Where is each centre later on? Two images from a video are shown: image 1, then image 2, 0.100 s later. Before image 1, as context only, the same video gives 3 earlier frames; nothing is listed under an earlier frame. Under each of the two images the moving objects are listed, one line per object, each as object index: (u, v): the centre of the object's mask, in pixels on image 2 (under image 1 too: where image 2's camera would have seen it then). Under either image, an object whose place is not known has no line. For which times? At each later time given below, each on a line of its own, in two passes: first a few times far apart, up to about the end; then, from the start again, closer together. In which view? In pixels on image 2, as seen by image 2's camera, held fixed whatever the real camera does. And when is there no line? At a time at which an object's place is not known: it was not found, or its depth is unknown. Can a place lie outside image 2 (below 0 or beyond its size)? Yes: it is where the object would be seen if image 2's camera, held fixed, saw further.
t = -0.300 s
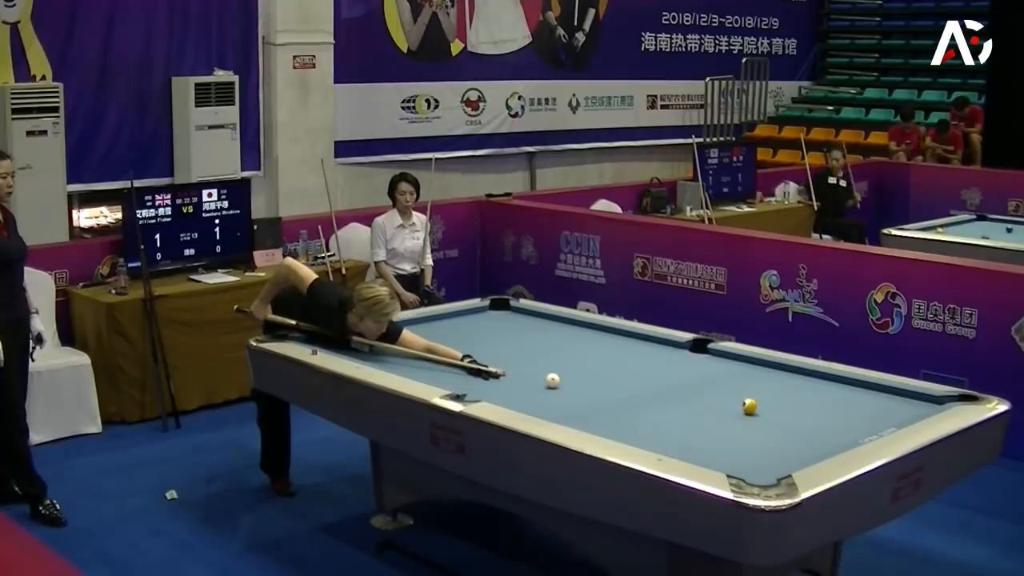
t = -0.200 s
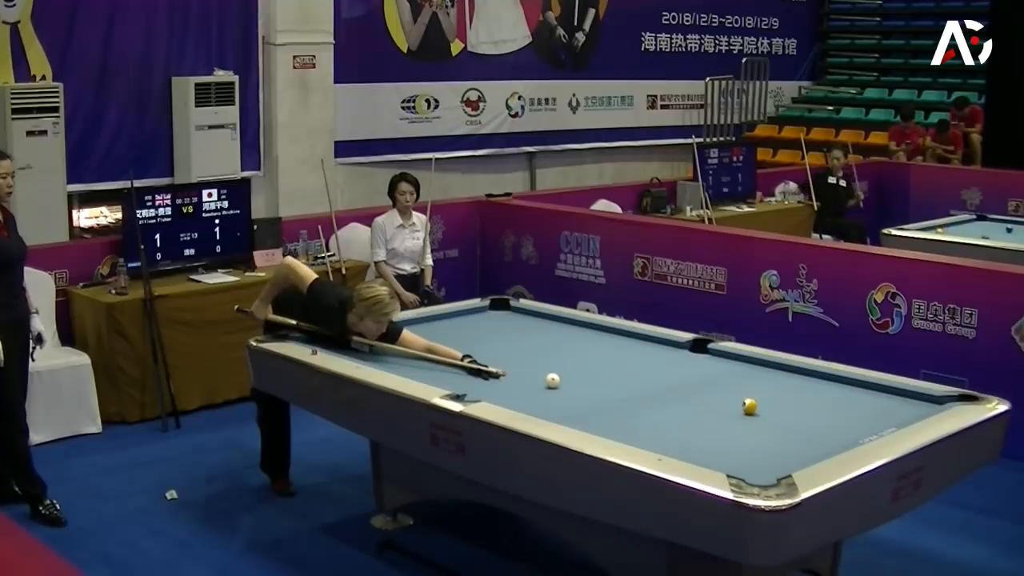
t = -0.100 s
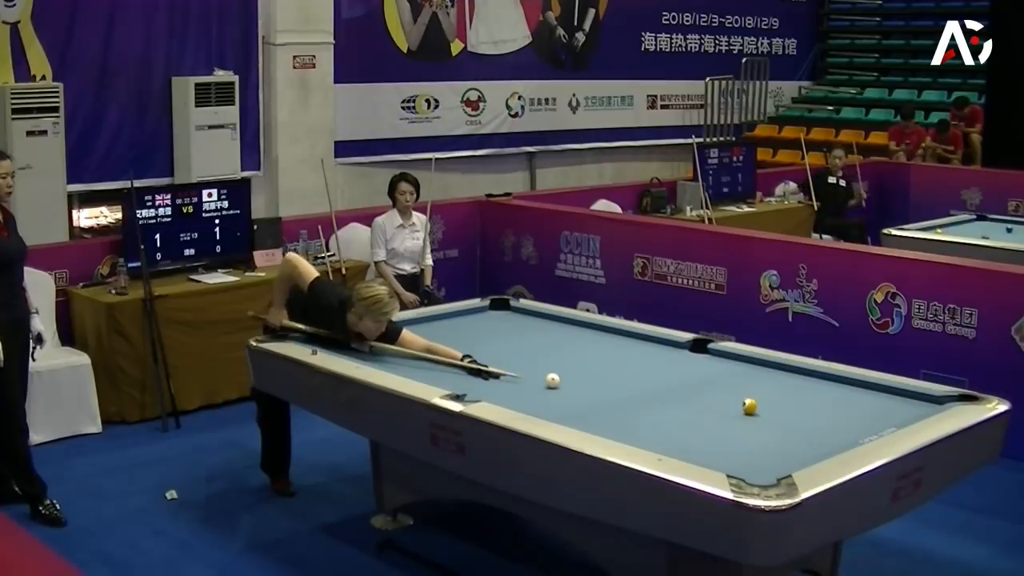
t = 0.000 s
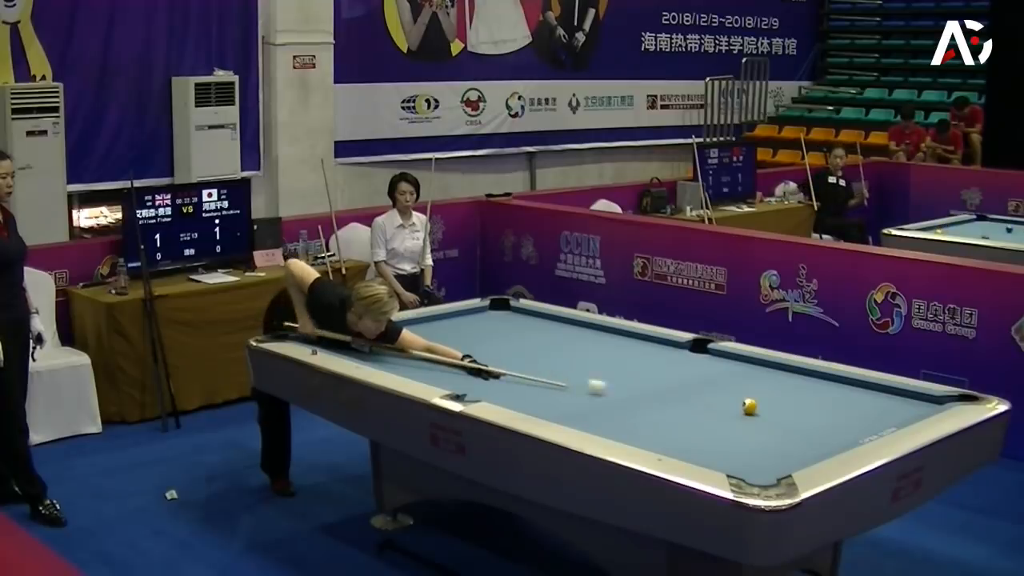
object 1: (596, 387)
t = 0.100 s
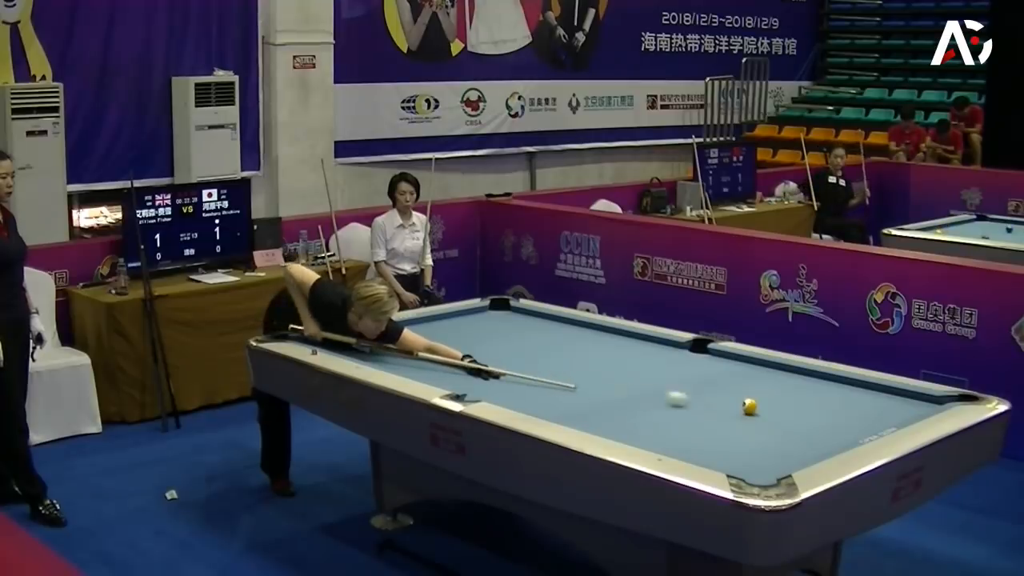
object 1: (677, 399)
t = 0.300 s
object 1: (755, 423)
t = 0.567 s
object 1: (792, 452)
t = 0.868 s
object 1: (742, 462)
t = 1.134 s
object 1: (695, 452)
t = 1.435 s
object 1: (676, 436)
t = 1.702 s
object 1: (661, 421)
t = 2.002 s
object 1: (646, 406)
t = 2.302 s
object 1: (632, 393)
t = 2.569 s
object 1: (621, 383)
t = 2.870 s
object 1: (609, 372)
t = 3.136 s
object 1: (600, 364)
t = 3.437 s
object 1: (590, 355)
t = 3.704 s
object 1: (583, 349)
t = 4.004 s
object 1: (575, 342)
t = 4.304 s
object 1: (567, 335)
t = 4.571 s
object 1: (561, 330)
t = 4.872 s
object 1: (555, 325)
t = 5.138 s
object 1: (549, 321)
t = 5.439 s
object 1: (544, 317)
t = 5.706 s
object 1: (536, 315)
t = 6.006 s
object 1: (525, 314)
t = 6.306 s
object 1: (516, 313)
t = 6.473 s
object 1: (514, 312)
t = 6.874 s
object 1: (503, 311)
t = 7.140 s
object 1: (498, 311)
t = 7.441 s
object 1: (494, 311)
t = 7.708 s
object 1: (491, 310)
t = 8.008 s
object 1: (490, 310)
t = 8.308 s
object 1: (490, 310)
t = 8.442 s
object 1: (490, 310)
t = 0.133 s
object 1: (702, 403)
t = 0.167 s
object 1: (730, 407)
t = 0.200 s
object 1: (739, 411)
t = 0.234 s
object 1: (745, 415)
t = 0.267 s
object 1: (750, 419)
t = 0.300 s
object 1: (755, 423)
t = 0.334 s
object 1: (760, 427)
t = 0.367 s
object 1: (765, 431)
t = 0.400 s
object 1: (770, 434)
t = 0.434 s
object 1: (774, 437)
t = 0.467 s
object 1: (779, 441)
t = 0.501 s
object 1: (783, 445)
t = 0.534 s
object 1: (787, 448)
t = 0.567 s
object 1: (792, 452)
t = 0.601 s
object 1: (795, 454)
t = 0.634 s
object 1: (799, 456)
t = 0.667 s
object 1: (799, 457)
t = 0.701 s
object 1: (790, 459)
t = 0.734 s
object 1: (779, 460)
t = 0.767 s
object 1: (770, 461)
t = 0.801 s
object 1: (760, 461)
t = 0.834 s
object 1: (751, 462)
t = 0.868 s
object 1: (742, 462)
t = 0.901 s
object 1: (733, 462)
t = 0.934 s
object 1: (722, 460)
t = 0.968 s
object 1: (713, 459)
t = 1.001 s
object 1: (705, 457)
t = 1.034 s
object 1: (702, 455)
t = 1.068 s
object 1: (699, 454)
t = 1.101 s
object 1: (697, 453)
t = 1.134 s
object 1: (695, 452)
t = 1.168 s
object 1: (693, 451)
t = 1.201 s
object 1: (691, 449)
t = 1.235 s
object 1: (688, 447)
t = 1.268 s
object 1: (686, 446)
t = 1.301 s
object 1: (684, 444)
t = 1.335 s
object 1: (682, 442)
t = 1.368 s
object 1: (680, 439)
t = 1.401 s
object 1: (678, 437)
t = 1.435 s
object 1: (676, 436)
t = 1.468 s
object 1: (674, 434)
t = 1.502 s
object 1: (672, 432)
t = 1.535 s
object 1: (670, 430)
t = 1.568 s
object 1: (668, 428)
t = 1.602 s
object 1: (666, 426)
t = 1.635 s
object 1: (664, 425)
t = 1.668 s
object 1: (663, 423)
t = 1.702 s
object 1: (661, 421)
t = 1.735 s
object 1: (659, 419)
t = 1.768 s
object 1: (657, 418)
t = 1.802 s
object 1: (656, 416)
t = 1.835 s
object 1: (654, 415)
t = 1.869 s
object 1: (652, 413)
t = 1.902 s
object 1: (651, 411)
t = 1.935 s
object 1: (649, 410)
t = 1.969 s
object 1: (647, 408)
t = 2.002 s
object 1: (646, 406)
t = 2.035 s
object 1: (644, 405)
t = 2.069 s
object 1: (642, 404)
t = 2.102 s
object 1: (641, 402)
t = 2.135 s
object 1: (639, 400)
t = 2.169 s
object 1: (638, 399)
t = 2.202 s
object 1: (636, 398)
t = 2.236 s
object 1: (635, 397)
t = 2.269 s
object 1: (634, 395)
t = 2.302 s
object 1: (632, 393)
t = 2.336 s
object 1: (630, 392)
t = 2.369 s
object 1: (629, 391)
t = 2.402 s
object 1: (628, 389)
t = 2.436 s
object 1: (626, 388)
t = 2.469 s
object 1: (625, 387)
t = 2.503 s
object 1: (624, 385)
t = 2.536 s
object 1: (622, 384)
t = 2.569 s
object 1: (621, 383)
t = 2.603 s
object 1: (619, 382)
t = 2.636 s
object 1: (618, 381)
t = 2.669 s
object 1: (617, 380)
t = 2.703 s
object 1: (616, 378)
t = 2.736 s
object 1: (614, 377)
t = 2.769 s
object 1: (613, 376)
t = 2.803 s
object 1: (612, 375)
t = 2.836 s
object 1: (610, 374)
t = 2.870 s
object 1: (609, 372)
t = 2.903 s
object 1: (608, 371)
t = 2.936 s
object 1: (607, 371)
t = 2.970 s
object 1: (606, 369)
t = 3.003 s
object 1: (605, 368)
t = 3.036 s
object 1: (603, 367)
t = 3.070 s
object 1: (602, 367)
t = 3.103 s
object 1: (601, 365)
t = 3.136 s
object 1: (600, 364)
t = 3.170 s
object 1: (599, 363)
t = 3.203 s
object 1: (598, 362)
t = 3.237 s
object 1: (597, 361)
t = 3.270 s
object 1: (596, 360)
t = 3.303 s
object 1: (595, 359)
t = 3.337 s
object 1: (594, 358)
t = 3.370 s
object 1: (592, 357)
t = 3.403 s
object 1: (592, 356)
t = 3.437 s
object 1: (590, 355)
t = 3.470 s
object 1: (589, 355)
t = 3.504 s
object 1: (588, 354)
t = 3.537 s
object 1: (587, 353)
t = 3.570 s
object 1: (586, 352)
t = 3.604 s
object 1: (585, 351)
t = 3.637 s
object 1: (584, 350)
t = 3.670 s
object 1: (583, 349)
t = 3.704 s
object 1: (583, 349)
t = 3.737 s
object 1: (581, 348)
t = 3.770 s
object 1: (580, 347)
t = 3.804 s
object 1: (580, 346)
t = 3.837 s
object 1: (579, 346)
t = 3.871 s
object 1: (578, 345)
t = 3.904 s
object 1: (577, 344)
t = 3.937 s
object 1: (576, 343)
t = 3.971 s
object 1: (575, 342)
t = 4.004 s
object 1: (575, 342)
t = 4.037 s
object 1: (574, 341)
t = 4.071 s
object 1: (573, 340)
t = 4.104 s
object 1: (572, 340)
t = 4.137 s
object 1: (571, 339)
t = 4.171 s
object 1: (570, 338)
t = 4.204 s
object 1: (569, 337)
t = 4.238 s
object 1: (569, 337)
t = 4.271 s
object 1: (568, 336)
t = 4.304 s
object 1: (567, 335)
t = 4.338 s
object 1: (566, 335)
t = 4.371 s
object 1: (565, 334)
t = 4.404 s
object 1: (565, 333)
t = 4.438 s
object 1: (564, 333)
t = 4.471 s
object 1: (563, 332)
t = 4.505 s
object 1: (563, 331)
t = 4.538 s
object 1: (562, 331)
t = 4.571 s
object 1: (561, 330)
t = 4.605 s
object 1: (560, 329)
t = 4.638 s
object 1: (559, 329)
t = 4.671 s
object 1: (559, 328)
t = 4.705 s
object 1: (558, 328)
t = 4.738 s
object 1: (557, 327)
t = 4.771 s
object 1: (557, 327)
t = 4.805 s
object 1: (556, 326)
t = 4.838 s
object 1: (556, 325)
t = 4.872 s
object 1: (555, 325)
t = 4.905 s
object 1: (554, 324)
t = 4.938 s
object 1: (553, 324)
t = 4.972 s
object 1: (553, 323)
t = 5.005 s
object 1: (552, 323)
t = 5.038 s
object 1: (551, 322)
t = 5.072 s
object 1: (551, 322)
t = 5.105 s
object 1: (550, 321)
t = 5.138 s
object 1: (549, 321)
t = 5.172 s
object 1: (549, 320)
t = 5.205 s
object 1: (548, 320)
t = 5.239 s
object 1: (548, 319)
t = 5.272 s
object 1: (547, 319)
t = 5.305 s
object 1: (547, 318)
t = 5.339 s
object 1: (546, 318)
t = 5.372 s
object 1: (546, 317)
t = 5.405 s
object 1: (545, 317)
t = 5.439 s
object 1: (544, 317)
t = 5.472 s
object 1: (544, 316)
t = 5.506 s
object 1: (543, 316)
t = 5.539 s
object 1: (542, 316)
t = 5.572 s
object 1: (540, 315)
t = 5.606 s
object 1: (539, 315)
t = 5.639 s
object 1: (538, 315)
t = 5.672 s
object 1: (537, 315)
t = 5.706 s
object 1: (536, 315)
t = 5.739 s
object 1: (534, 315)
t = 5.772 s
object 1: (533, 315)
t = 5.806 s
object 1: (532, 315)
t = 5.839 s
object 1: (531, 314)
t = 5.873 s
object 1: (529, 314)
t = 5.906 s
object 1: (529, 314)
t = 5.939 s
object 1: (527, 314)
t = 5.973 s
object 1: (526, 314)
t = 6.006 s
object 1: (525, 314)
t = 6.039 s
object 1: (524, 314)
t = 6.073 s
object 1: (523, 314)
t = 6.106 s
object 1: (522, 313)
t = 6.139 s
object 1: (521, 313)
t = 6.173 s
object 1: (520, 313)
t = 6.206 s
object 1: (519, 313)
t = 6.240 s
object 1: (518, 313)
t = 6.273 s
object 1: (517, 313)
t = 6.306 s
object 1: (516, 313)
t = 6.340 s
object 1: (515, 313)
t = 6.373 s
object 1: (514, 313)
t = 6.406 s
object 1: (513, 312)
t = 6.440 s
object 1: (513, 313)
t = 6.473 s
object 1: (514, 312)
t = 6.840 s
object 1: (503, 311)
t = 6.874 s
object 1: (503, 311)
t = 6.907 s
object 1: (502, 311)
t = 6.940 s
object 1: (501, 311)
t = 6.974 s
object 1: (501, 311)
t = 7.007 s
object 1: (500, 311)
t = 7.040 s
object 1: (499, 311)
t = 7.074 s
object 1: (499, 311)
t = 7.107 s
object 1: (498, 311)
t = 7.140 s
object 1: (498, 311)
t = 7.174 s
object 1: (497, 311)
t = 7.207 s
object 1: (497, 311)
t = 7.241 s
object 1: (496, 311)
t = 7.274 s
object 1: (496, 311)
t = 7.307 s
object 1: (495, 311)
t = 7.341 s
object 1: (495, 311)
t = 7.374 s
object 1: (495, 311)
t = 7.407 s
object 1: (494, 310)
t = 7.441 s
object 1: (494, 311)
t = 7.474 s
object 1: (493, 311)
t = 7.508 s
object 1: (493, 310)
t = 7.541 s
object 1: (493, 310)
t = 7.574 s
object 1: (492, 310)
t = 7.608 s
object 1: (492, 311)
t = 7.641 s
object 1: (492, 310)
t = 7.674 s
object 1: (492, 310)
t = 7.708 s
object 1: (491, 310)
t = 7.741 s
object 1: (491, 310)
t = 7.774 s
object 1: (491, 310)
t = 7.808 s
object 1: (491, 310)
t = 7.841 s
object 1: (491, 310)
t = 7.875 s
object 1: (491, 310)
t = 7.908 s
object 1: (490, 310)
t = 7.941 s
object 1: (490, 310)
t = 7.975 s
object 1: (490, 310)
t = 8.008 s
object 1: (490, 310)
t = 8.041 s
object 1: (490, 310)
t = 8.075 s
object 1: (490, 310)
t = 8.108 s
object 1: (490, 310)
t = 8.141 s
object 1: (490, 310)
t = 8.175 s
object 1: (490, 310)
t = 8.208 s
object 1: (490, 310)
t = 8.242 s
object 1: (490, 310)
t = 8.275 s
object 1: (490, 310)
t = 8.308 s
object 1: (490, 310)
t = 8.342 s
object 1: (489, 310)
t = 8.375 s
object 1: (489, 310)
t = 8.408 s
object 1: (489, 310)
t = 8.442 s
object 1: (490, 310)
